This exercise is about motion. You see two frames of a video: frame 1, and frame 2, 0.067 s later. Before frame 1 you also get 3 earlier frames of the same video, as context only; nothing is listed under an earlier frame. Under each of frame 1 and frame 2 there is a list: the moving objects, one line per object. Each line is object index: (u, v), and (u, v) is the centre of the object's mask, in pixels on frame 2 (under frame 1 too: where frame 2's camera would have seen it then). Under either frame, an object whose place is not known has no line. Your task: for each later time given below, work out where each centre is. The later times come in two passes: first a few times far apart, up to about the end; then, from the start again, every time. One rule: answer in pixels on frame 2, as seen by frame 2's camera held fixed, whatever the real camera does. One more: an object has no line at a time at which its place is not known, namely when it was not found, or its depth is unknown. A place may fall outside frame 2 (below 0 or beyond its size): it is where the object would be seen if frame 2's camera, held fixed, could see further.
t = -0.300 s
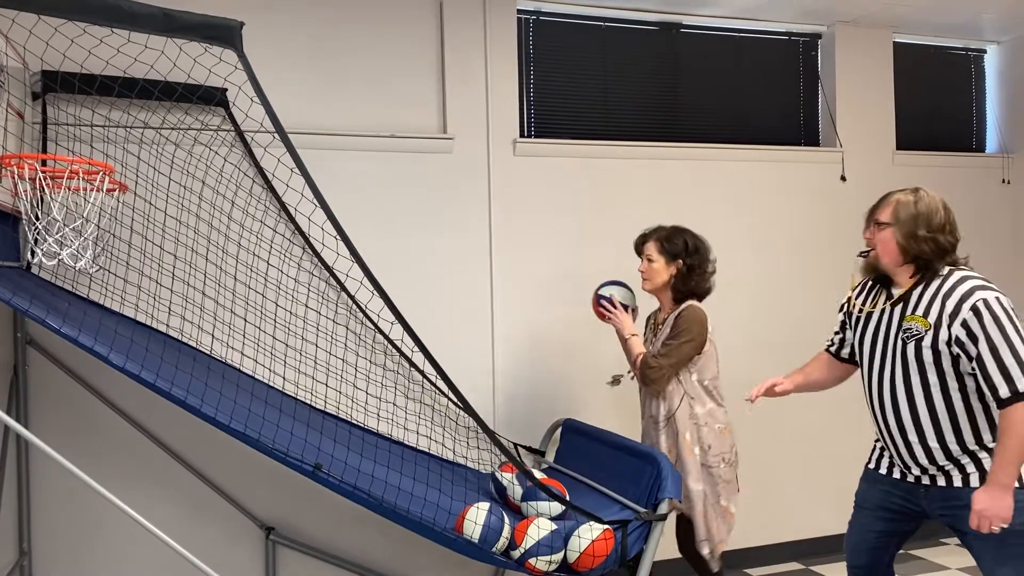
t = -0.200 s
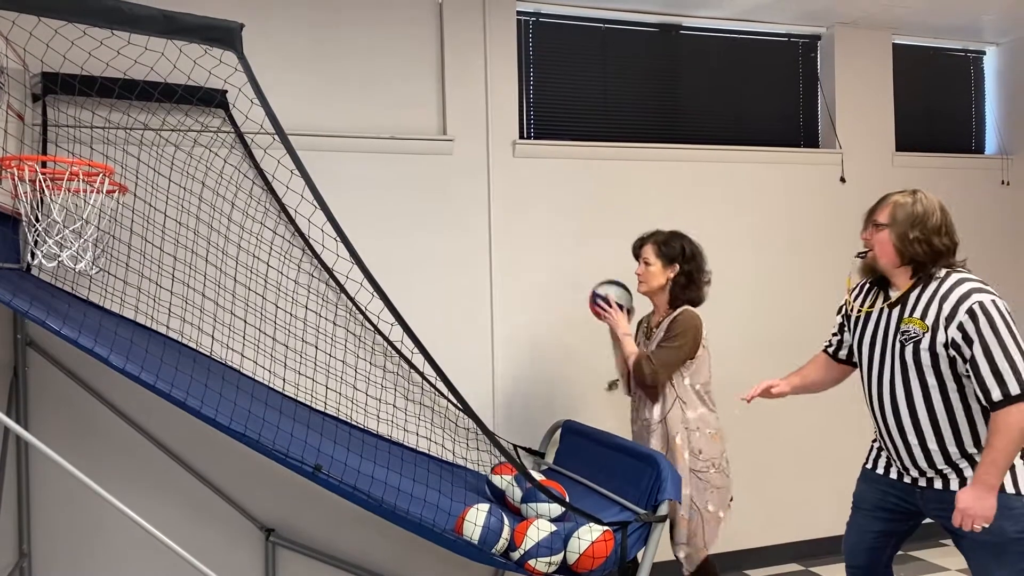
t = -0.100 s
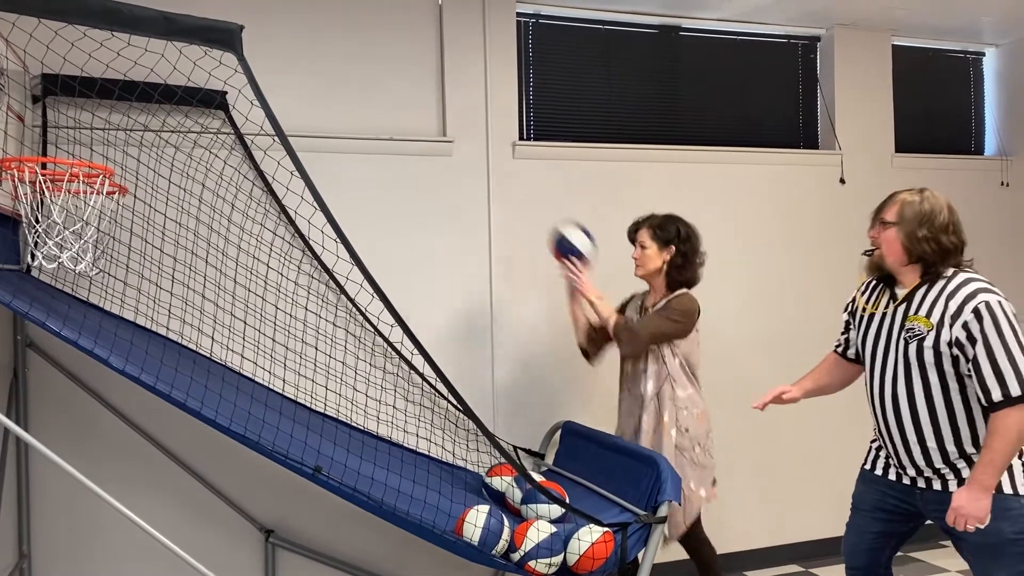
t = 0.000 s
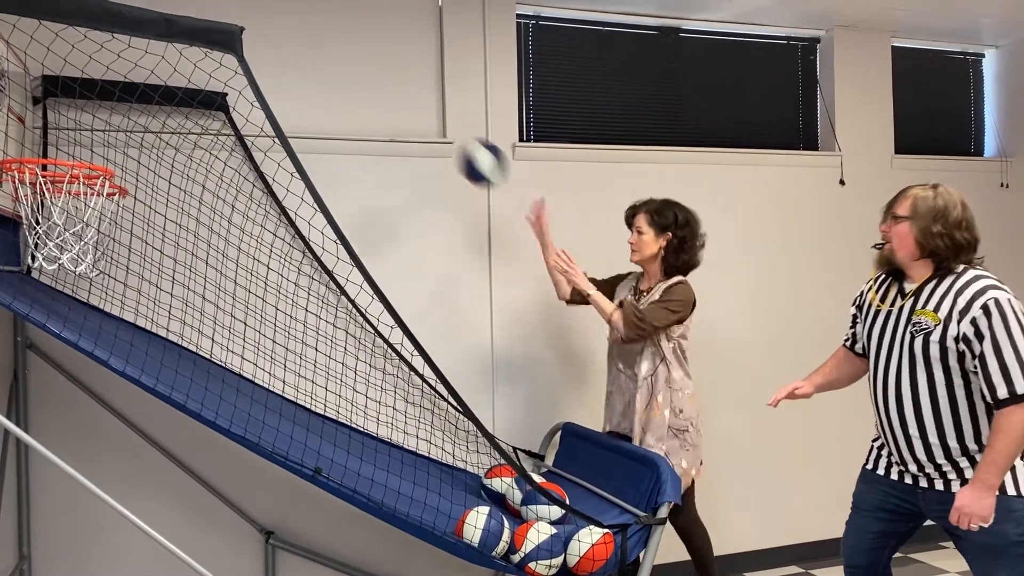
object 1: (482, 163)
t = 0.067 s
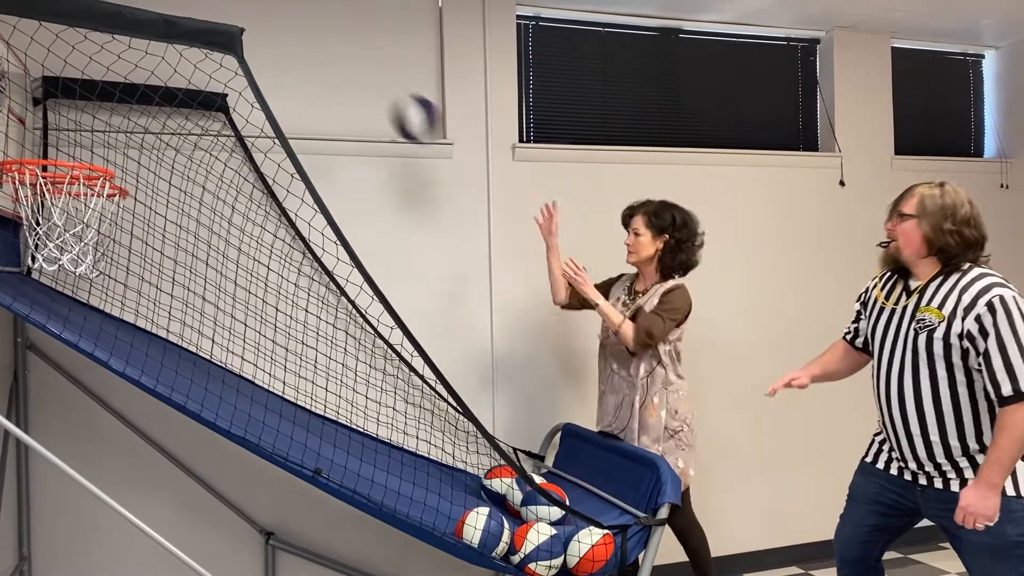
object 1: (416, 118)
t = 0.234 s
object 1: (252, 54)
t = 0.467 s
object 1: (62, 72)
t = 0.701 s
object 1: (175, 204)
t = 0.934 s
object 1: (296, 424)
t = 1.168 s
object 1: (450, 478)
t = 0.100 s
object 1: (382, 99)
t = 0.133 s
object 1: (347, 83)
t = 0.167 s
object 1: (312, 69)
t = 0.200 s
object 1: (281, 59)
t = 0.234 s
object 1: (252, 54)
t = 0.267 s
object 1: (205, 57)
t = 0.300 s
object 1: (166, 53)
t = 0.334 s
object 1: (128, 52)
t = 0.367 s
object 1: (87, 52)
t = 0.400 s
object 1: (46, 56)
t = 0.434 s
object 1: (45, 63)
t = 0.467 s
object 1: (62, 72)
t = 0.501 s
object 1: (79, 82)
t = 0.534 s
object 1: (97, 93)
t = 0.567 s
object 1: (109, 107)
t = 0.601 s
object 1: (126, 127)
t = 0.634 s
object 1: (143, 151)
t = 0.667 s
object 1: (160, 175)
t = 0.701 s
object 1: (175, 204)
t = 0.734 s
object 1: (189, 237)
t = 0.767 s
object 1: (205, 270)
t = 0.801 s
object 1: (222, 305)
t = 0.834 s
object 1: (237, 343)
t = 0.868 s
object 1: (258, 384)
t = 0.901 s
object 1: (274, 406)
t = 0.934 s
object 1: (296, 424)
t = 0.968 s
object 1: (318, 439)
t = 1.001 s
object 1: (336, 450)
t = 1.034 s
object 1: (357, 463)
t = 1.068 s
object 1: (376, 469)
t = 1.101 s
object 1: (400, 472)
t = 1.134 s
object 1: (421, 472)
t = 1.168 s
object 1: (450, 478)
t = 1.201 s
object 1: (473, 483)
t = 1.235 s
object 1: (494, 487)
